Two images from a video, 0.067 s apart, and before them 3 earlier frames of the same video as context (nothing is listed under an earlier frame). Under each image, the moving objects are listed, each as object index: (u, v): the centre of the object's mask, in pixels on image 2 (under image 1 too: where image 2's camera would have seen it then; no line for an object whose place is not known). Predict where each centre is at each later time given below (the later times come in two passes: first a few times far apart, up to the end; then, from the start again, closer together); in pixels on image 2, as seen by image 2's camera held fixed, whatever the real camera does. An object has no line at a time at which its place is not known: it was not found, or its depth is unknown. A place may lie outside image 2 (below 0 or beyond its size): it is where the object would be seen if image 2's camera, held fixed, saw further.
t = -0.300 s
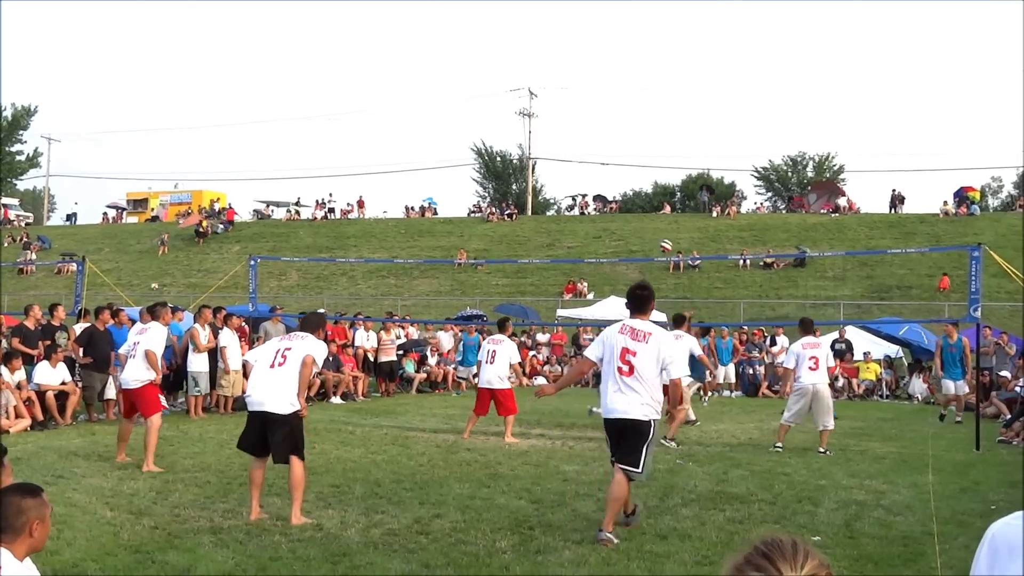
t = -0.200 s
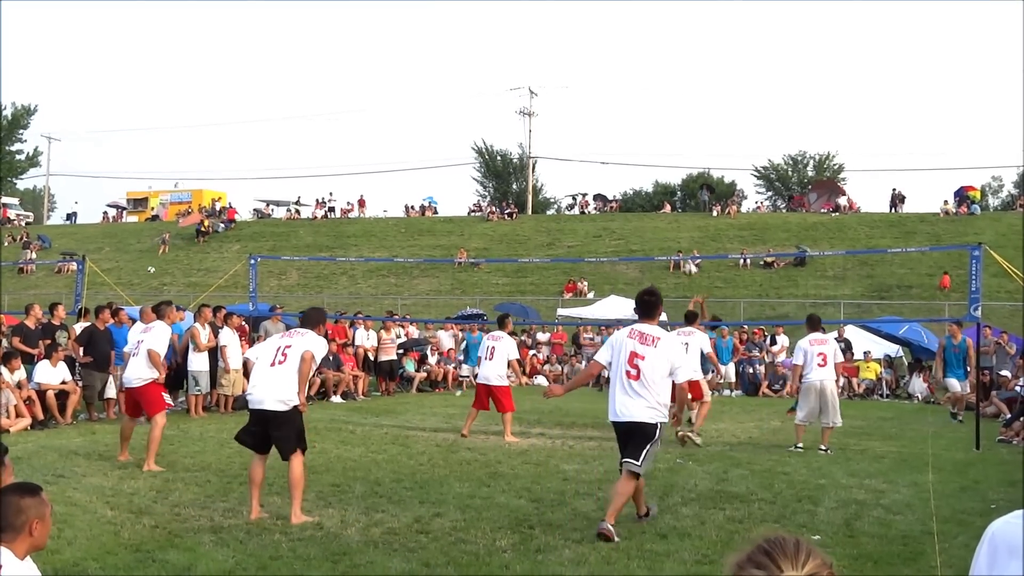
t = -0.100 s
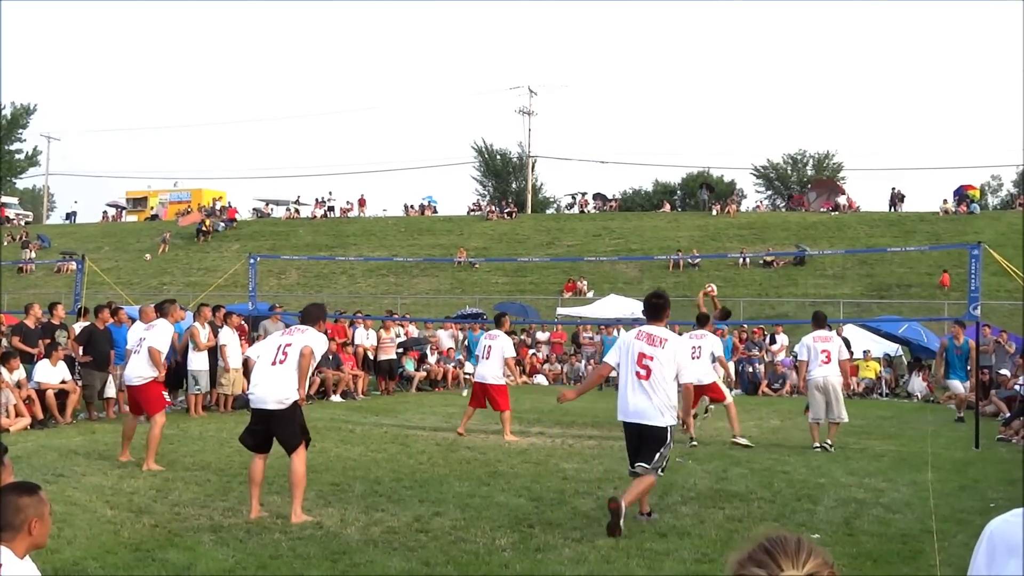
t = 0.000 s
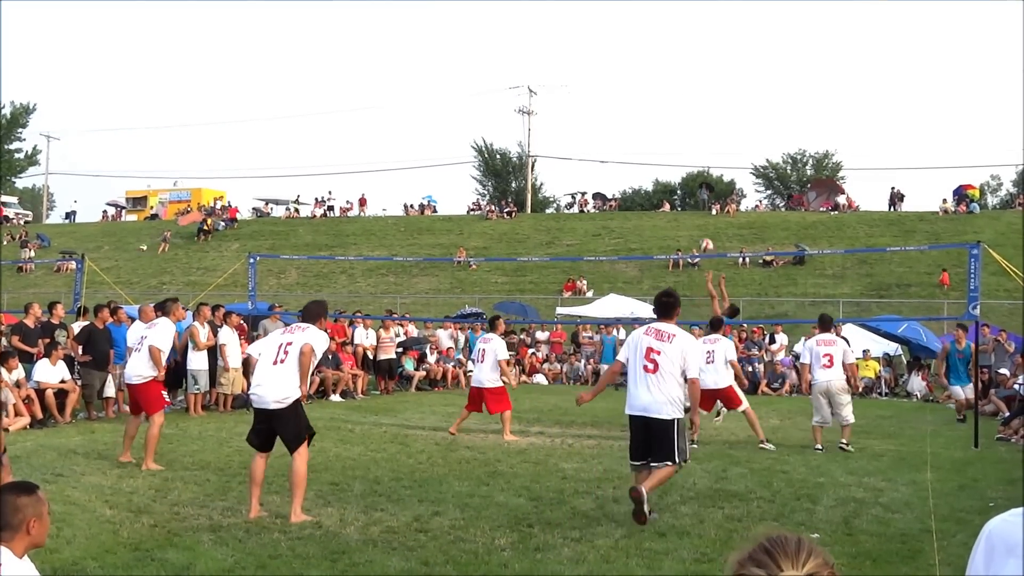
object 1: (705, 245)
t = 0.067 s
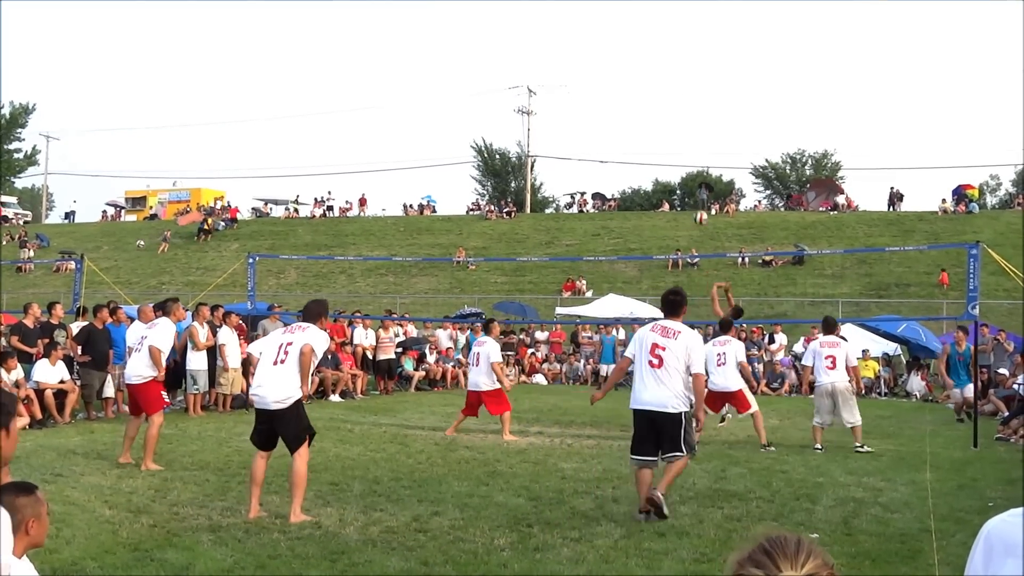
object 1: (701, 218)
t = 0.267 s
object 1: (686, 152)
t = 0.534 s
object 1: (668, 103)
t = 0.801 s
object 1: (650, 100)
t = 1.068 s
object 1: (633, 139)
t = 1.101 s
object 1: (631, 147)
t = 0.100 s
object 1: (698, 204)
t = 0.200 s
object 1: (691, 171)
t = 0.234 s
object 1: (688, 161)
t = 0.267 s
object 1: (686, 152)
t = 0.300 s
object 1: (683, 143)
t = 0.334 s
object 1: (681, 135)
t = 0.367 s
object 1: (679, 128)
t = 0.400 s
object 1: (677, 122)
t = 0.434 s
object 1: (674, 116)
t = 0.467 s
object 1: (672, 111)
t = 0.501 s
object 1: (670, 107)
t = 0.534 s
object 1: (668, 103)
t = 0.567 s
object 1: (665, 101)
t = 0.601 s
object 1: (663, 98)
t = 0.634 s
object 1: (660, 97)
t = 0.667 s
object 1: (658, 96)
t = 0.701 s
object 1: (656, 96)
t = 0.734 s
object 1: (654, 96)
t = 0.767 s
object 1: (653, 97)
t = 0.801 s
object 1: (650, 100)
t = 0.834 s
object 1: (647, 102)
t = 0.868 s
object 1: (645, 105)
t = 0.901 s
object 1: (643, 109)
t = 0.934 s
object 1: (641, 114)
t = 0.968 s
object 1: (639, 119)
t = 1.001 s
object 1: (637, 125)
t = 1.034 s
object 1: (635, 132)
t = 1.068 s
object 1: (633, 139)
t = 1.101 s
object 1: (631, 147)
